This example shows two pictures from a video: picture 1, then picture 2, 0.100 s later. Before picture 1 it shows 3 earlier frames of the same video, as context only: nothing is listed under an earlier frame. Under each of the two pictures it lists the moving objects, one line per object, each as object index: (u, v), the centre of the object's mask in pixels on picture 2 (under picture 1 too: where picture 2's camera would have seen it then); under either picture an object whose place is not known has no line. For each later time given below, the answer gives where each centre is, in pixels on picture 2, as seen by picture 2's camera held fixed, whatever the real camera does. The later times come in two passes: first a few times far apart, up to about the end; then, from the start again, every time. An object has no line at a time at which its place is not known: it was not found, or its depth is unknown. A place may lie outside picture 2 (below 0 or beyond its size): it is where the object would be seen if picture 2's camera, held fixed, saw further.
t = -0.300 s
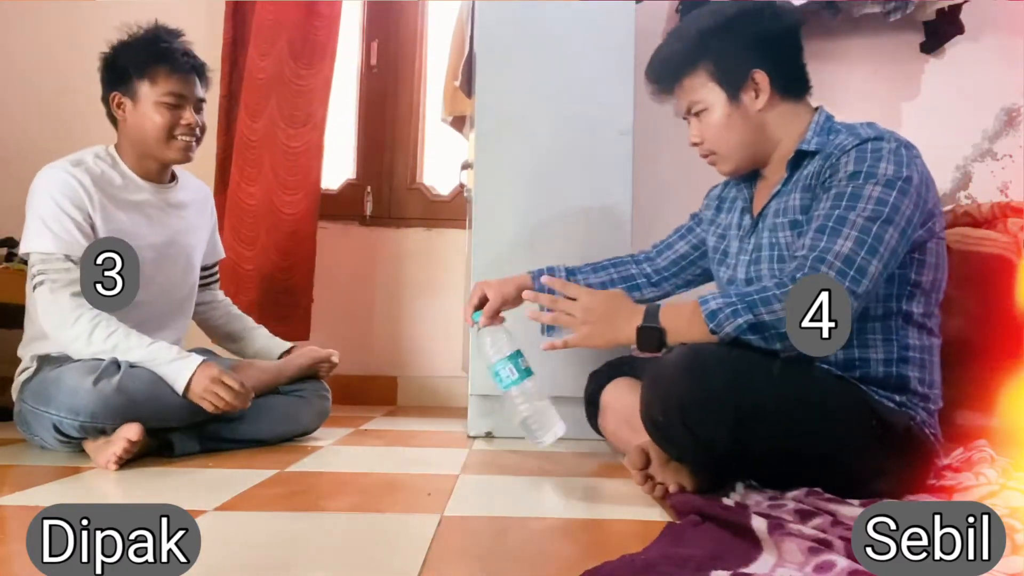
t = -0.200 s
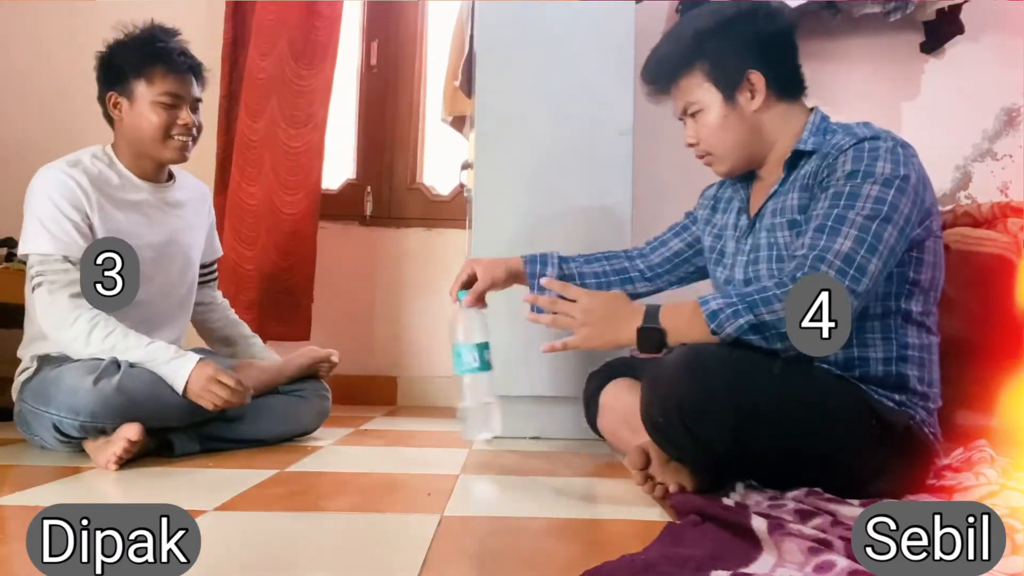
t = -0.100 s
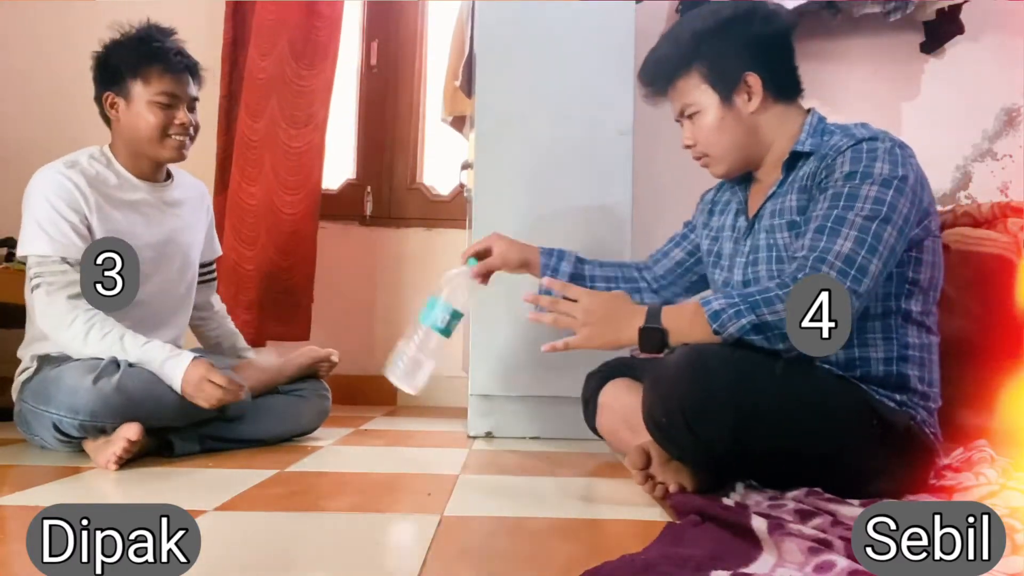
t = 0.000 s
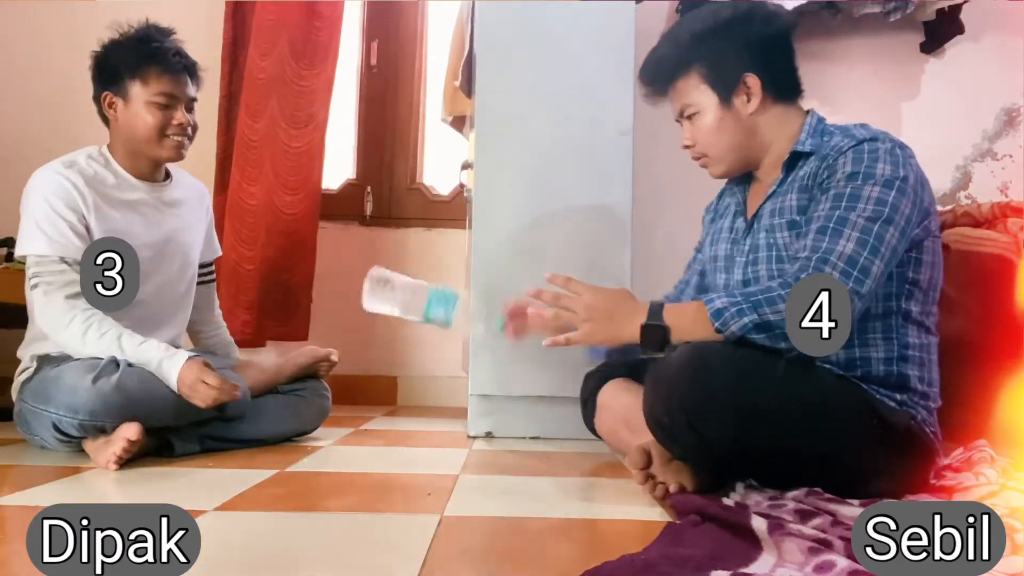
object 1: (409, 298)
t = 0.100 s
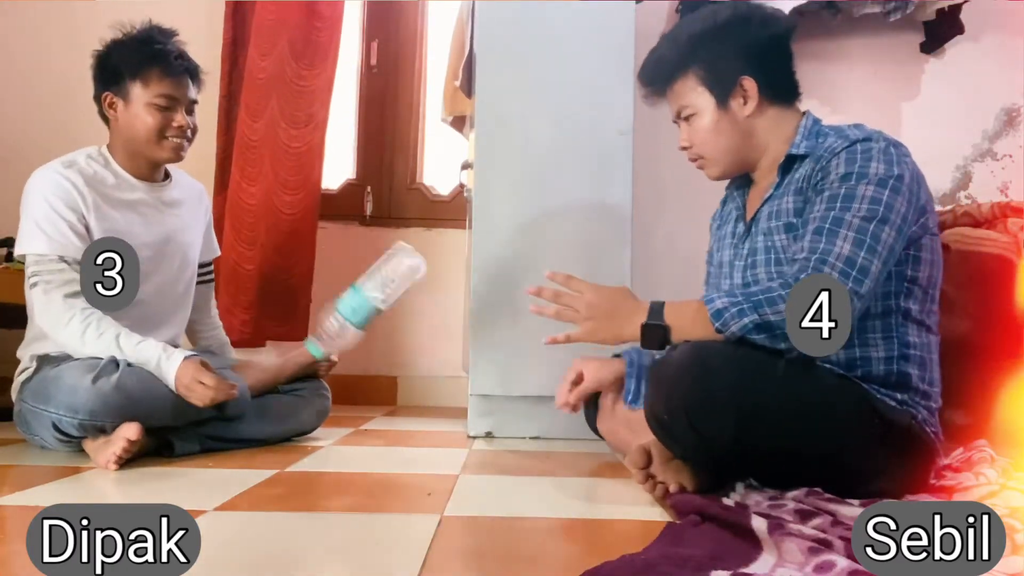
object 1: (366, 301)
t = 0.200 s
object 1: (370, 291)
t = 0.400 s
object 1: (387, 391)
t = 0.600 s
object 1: (405, 394)
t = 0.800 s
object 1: (404, 393)
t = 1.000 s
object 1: (375, 391)
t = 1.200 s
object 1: (370, 391)
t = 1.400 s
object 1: (394, 393)
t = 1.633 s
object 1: (383, 392)
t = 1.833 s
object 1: (387, 392)
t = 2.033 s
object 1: (385, 392)
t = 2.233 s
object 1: (387, 392)
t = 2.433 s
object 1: (387, 393)
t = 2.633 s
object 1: (386, 392)
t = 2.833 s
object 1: (386, 392)
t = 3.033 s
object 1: (387, 392)
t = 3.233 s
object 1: (387, 392)
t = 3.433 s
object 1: (386, 392)
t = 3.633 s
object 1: (387, 393)
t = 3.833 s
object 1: (387, 393)
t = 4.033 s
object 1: (386, 393)
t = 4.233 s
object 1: (387, 392)
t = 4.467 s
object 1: (387, 392)
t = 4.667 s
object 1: (386, 393)
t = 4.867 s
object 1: (386, 393)
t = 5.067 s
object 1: (386, 393)
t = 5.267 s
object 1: (386, 393)
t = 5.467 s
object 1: (387, 393)
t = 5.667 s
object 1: (386, 393)
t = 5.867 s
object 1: (386, 393)
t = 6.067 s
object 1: (386, 393)
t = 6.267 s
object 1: (386, 393)
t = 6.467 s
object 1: (386, 393)
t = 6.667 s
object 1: (386, 393)
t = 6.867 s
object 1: (386, 393)
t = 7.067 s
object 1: (386, 393)
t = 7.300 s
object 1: (386, 392)
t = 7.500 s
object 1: (386, 392)
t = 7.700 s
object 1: (386, 392)
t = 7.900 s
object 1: (387, 392)
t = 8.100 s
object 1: (387, 392)
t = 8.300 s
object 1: (386, 392)
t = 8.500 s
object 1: (386, 393)
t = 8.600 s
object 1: (386, 392)
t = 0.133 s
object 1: (358, 286)
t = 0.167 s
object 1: (363, 281)
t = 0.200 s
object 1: (370, 291)
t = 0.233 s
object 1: (374, 311)
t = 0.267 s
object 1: (377, 339)
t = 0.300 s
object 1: (376, 372)
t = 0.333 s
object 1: (376, 392)
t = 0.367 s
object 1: (380, 392)
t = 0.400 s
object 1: (387, 391)
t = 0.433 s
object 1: (392, 391)
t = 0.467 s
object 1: (395, 391)
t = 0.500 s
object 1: (398, 392)
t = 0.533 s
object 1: (400, 392)
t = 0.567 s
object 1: (403, 393)
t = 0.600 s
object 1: (405, 394)
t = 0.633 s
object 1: (407, 394)
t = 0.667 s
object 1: (408, 394)
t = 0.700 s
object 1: (408, 394)
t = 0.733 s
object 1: (407, 394)
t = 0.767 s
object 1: (406, 394)
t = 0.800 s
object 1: (404, 393)
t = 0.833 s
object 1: (402, 393)
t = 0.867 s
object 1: (398, 393)
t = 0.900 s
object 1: (394, 392)
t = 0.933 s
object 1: (388, 392)
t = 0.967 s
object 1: (381, 391)
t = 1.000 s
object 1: (375, 391)
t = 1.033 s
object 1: (371, 391)
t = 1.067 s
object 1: (369, 391)
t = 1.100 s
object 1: (368, 391)
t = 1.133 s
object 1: (368, 391)
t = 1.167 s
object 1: (369, 391)
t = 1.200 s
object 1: (370, 391)
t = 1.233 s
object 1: (373, 391)
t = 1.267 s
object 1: (378, 391)
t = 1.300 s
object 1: (384, 391)
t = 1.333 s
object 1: (389, 392)
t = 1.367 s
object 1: (393, 392)
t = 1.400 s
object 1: (394, 393)
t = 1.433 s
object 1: (394, 393)
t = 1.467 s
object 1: (393, 392)
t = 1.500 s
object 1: (389, 392)
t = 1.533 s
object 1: (385, 392)
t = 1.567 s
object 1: (382, 392)
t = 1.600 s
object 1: (382, 392)
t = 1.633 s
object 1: (383, 392)
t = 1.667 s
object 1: (386, 392)
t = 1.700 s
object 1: (387, 392)
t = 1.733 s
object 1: (387, 392)
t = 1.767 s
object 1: (385, 393)
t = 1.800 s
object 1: (386, 392)
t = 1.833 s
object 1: (387, 392)
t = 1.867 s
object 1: (386, 392)
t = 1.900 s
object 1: (385, 392)
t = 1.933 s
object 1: (385, 392)
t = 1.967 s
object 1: (385, 392)
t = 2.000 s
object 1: (384, 392)
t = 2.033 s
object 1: (385, 392)
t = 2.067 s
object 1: (387, 392)
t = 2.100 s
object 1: (387, 392)
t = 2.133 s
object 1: (386, 392)
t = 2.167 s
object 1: (386, 392)
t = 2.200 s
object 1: (387, 392)
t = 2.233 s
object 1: (387, 392)
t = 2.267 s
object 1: (385, 392)
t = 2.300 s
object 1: (386, 392)
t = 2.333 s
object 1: (387, 392)
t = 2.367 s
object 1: (387, 392)
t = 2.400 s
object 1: (387, 392)
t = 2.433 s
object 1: (387, 393)
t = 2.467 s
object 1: (386, 393)
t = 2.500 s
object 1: (386, 392)
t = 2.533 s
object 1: (386, 392)
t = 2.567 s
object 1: (387, 392)
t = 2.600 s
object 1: (386, 392)
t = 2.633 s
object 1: (386, 392)
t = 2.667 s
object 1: (387, 392)
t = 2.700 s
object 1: (387, 392)
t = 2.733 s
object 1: (387, 392)
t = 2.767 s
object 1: (387, 392)
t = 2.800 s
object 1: (386, 392)
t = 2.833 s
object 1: (386, 392)
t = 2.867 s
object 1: (386, 391)
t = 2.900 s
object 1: (387, 391)
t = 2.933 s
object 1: (387, 392)
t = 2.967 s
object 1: (387, 392)
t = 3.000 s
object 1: (387, 392)
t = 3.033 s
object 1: (387, 392)
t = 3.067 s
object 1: (386, 392)
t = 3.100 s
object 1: (386, 392)
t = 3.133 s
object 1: (386, 392)
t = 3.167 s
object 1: (386, 393)
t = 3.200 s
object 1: (386, 392)
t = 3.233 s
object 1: (387, 392)
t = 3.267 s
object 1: (387, 392)
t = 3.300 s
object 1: (387, 392)
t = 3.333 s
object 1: (386, 392)
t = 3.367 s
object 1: (386, 392)
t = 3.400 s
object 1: (386, 392)
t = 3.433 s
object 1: (386, 392)
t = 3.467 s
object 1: (386, 392)
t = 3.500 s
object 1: (386, 393)
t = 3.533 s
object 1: (387, 393)
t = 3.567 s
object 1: (387, 393)
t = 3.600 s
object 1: (387, 393)
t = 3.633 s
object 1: (387, 393)
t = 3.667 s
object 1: (387, 393)
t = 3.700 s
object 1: (386, 392)
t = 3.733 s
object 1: (386, 392)
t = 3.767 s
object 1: (386, 392)
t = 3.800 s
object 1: (387, 392)
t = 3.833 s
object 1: (387, 393)
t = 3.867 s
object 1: (387, 392)
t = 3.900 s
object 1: (387, 392)
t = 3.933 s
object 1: (386, 392)
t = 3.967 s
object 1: (386, 392)
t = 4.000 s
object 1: (386, 392)
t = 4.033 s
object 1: (386, 393)
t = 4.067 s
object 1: (386, 393)
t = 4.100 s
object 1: (387, 392)
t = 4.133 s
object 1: (387, 392)
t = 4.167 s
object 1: (387, 392)
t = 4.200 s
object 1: (387, 392)
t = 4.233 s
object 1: (387, 392)
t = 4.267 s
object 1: (387, 392)
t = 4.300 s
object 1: (386, 392)
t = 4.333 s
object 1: (386, 392)
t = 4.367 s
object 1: (386, 392)
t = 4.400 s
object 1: (386, 392)
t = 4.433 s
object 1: (387, 392)
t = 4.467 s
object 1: (387, 392)
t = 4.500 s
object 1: (387, 392)
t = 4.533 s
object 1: (387, 393)
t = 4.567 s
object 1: (386, 393)
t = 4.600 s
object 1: (386, 393)
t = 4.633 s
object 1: (386, 393)
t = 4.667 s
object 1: (386, 393)
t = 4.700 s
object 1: (386, 393)
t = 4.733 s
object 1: (386, 393)
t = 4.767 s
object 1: (387, 393)
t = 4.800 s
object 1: (387, 393)
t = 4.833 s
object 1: (386, 393)
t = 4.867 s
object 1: (386, 393)
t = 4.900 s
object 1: (386, 393)
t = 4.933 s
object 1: (386, 393)
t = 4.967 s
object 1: (386, 393)
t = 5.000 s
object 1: (386, 393)
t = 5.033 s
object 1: (386, 393)
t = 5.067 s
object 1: (386, 393)
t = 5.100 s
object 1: (386, 393)
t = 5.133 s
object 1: (386, 393)
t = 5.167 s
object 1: (386, 393)
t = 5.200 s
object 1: (386, 393)
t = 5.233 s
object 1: (386, 393)
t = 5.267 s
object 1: (386, 393)
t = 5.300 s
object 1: (386, 393)
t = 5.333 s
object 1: (387, 393)
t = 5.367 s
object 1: (387, 393)
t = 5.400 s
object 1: (387, 393)
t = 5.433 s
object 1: (387, 393)
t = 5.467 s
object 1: (387, 393)
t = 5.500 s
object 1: (386, 393)
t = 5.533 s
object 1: (386, 393)
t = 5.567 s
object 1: (386, 393)
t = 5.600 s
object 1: (386, 393)
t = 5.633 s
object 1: (387, 393)
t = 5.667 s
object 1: (386, 393)
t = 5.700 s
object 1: (386, 393)
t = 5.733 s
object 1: (386, 393)
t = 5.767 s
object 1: (386, 393)
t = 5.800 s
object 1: (386, 393)
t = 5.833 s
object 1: (386, 393)
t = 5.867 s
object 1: (386, 393)
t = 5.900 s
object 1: (386, 393)
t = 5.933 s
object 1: (386, 393)
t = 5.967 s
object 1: (386, 393)
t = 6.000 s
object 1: (386, 393)
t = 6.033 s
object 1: (386, 393)
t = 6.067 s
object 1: (386, 393)
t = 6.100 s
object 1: (386, 393)
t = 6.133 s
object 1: (386, 393)
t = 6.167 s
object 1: (386, 393)
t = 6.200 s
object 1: (386, 393)
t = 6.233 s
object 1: (386, 393)
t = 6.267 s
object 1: (386, 393)
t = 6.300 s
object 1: (386, 393)
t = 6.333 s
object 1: (386, 393)
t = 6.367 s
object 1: (386, 393)
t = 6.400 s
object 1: (386, 393)
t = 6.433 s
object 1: (386, 393)
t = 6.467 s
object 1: (386, 393)
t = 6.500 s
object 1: (386, 393)
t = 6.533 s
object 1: (386, 393)
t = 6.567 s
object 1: (386, 393)
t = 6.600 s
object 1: (386, 393)
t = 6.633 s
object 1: (386, 393)
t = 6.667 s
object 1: (386, 393)
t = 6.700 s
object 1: (386, 393)
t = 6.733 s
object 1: (386, 393)
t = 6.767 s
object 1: (386, 393)
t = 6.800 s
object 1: (386, 393)
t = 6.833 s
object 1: (386, 393)
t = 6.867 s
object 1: (386, 393)
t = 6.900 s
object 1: (386, 393)
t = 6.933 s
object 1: (386, 393)
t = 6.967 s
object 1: (386, 393)
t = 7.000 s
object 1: (386, 393)
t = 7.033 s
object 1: (386, 393)
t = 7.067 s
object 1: (386, 393)
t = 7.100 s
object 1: (386, 393)
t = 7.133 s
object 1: (386, 393)
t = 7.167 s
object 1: (386, 392)
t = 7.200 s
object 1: (387, 393)
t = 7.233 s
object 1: (386, 392)
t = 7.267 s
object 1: (386, 392)
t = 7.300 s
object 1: (386, 392)
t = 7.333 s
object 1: (386, 392)
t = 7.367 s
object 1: (386, 392)
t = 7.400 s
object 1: (386, 392)
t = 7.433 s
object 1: (387, 392)
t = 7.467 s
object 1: (386, 392)
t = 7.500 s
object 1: (386, 392)
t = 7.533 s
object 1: (386, 392)
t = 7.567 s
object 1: (386, 392)
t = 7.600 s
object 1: (386, 392)
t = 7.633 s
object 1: (386, 392)
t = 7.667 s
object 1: (386, 392)
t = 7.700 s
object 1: (386, 392)
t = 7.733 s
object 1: (387, 392)
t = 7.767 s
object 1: (386, 392)
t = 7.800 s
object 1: (386, 392)
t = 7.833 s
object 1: (386, 392)
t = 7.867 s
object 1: (387, 392)
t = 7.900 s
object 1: (387, 392)
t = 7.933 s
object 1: (387, 392)
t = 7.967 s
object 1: (387, 392)
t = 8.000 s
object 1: (386, 392)
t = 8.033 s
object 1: (387, 392)
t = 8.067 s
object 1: (387, 392)
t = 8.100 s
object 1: (387, 392)
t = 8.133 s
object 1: (387, 391)
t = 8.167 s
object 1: (387, 391)
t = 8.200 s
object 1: (386, 392)
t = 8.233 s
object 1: (386, 392)
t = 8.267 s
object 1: (386, 392)
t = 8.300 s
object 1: (386, 392)
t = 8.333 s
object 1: (386, 392)
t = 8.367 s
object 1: (386, 392)
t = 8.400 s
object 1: (386, 392)
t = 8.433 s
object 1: (386, 392)
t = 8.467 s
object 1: (386, 392)
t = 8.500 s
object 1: (386, 393)
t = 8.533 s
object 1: (386, 392)
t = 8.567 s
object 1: (386, 392)
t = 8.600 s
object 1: (386, 392)
